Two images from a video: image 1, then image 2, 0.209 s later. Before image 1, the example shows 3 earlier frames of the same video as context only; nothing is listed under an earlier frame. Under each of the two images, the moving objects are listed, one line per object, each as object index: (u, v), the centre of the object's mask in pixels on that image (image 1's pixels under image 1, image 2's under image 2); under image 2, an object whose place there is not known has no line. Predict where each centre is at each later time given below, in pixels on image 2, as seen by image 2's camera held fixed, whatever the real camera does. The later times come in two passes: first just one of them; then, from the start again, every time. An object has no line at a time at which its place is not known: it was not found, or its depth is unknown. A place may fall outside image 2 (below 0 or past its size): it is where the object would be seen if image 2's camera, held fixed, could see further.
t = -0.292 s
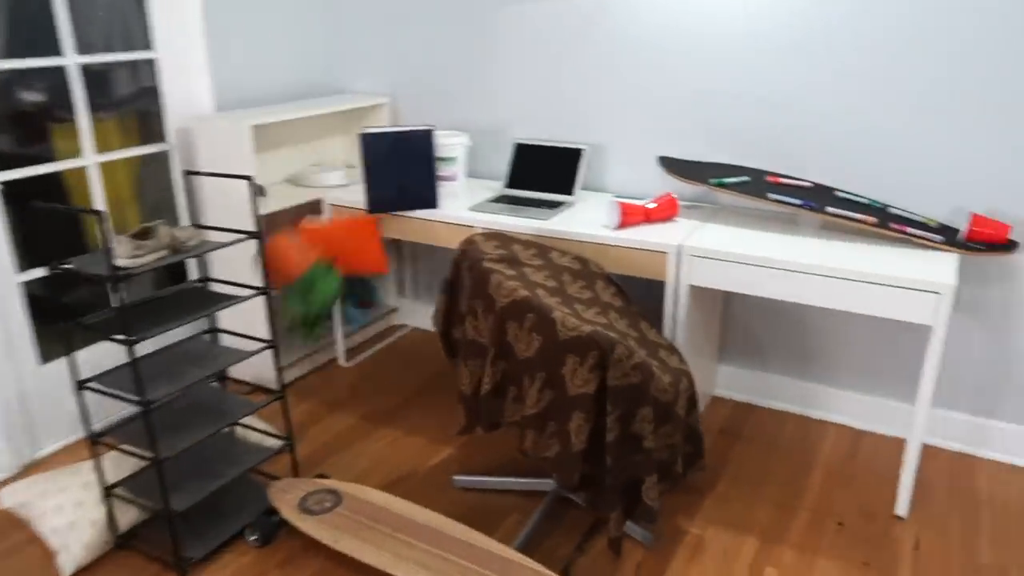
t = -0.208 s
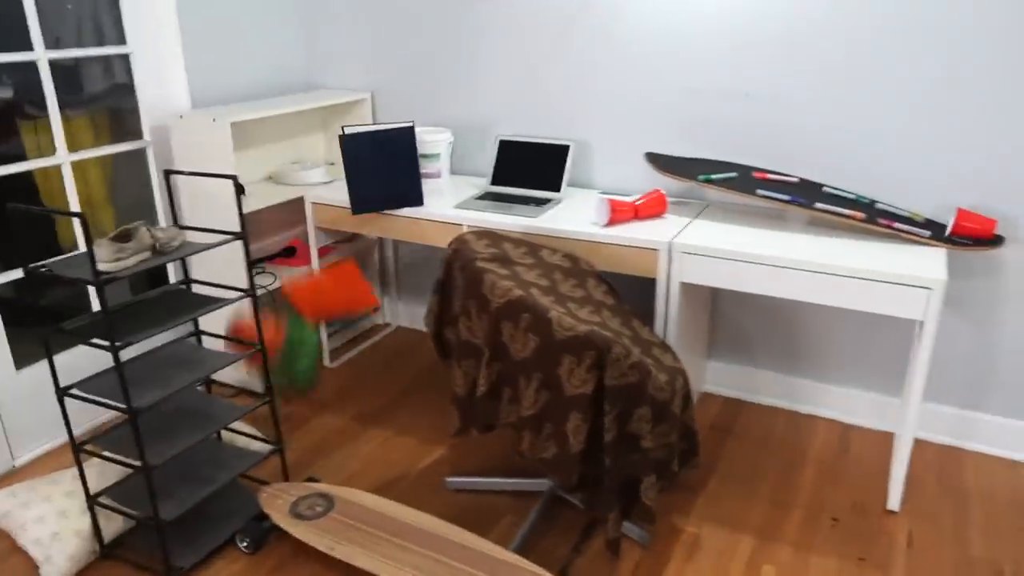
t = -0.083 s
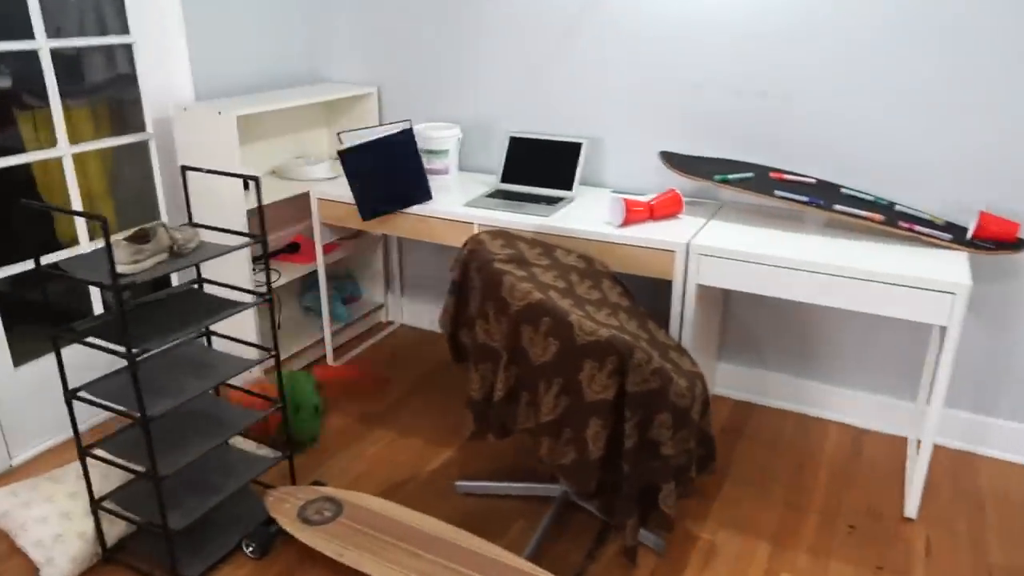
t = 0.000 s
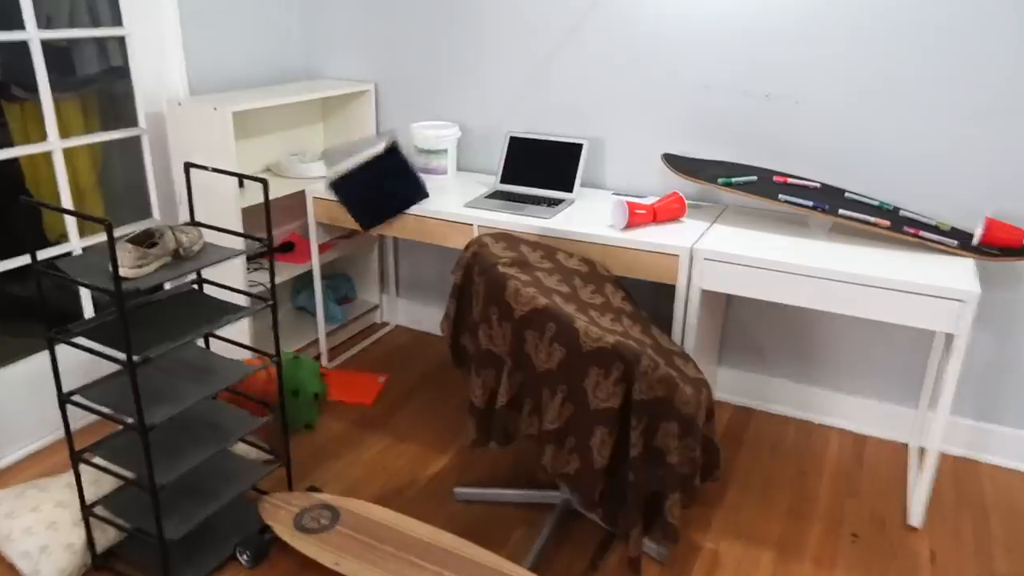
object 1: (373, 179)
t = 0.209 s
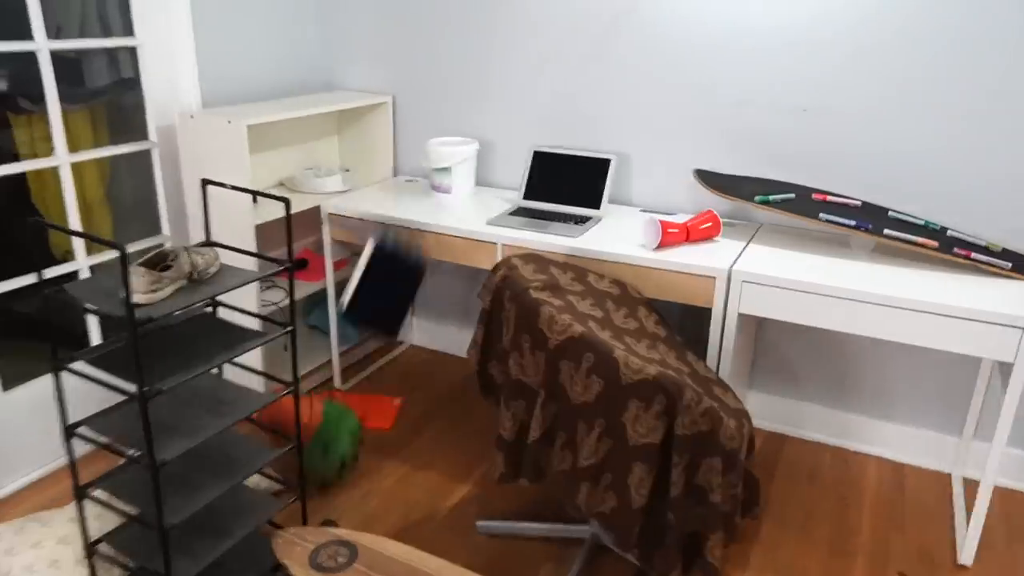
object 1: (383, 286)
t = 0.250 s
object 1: (380, 313)
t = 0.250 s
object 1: (380, 313)
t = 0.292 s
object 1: (374, 344)
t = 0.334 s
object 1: (377, 368)
